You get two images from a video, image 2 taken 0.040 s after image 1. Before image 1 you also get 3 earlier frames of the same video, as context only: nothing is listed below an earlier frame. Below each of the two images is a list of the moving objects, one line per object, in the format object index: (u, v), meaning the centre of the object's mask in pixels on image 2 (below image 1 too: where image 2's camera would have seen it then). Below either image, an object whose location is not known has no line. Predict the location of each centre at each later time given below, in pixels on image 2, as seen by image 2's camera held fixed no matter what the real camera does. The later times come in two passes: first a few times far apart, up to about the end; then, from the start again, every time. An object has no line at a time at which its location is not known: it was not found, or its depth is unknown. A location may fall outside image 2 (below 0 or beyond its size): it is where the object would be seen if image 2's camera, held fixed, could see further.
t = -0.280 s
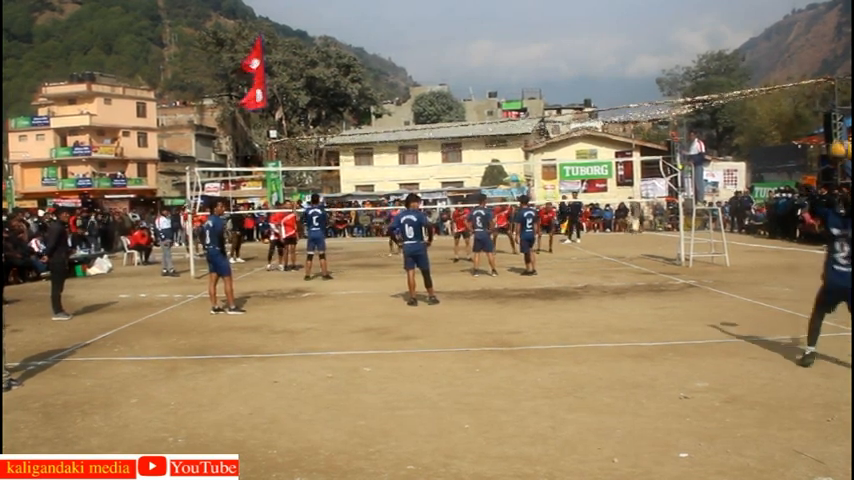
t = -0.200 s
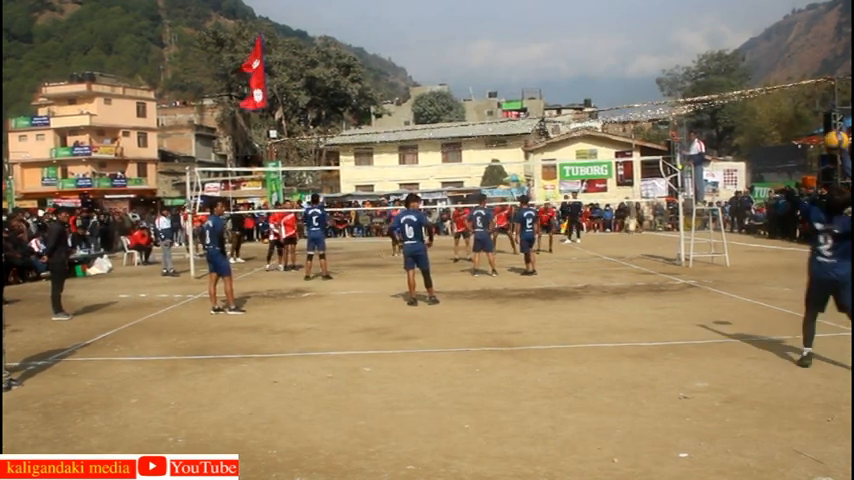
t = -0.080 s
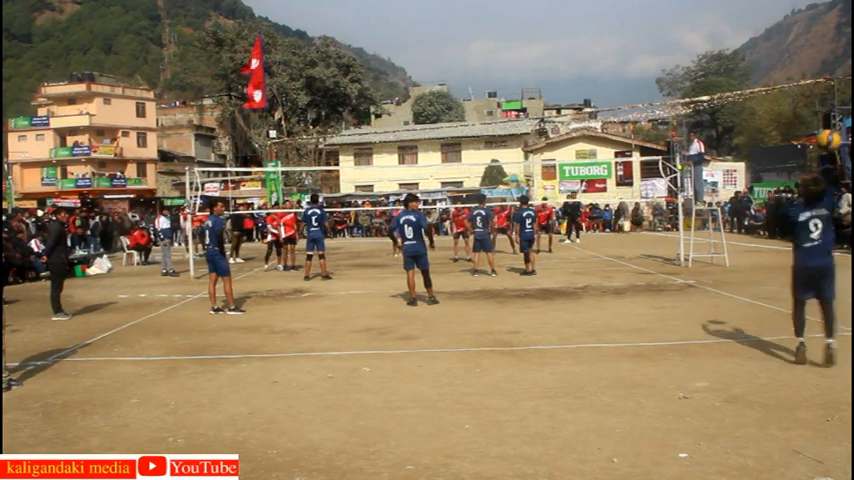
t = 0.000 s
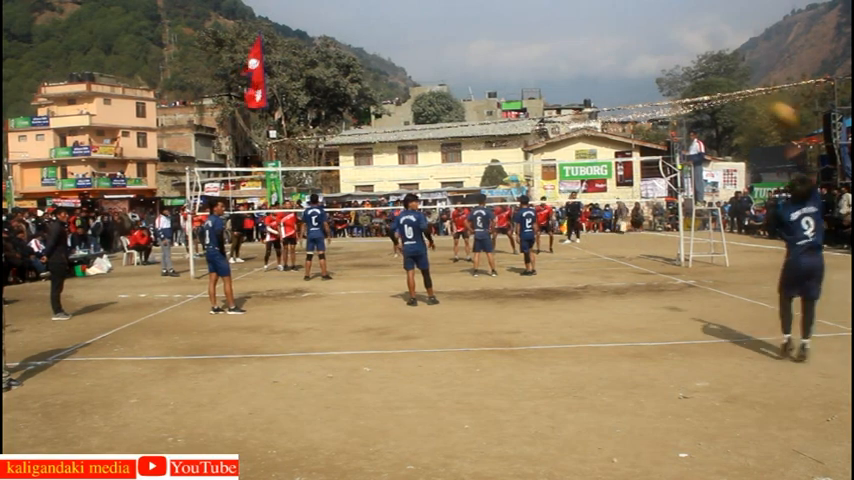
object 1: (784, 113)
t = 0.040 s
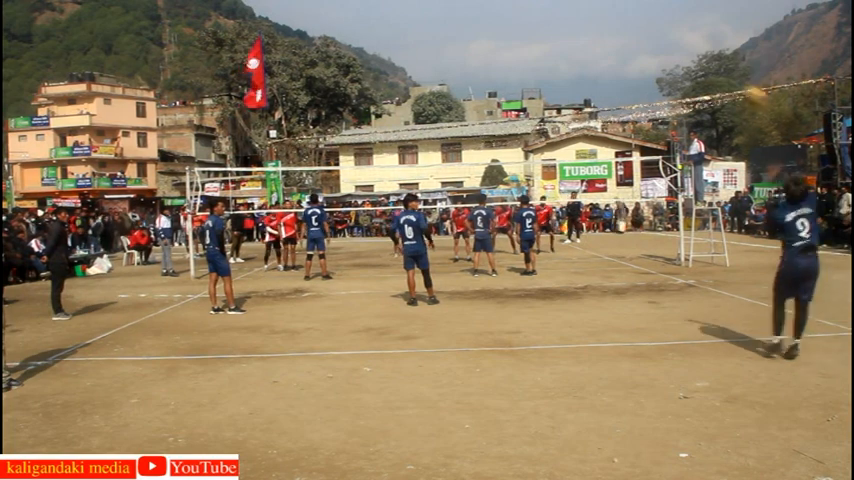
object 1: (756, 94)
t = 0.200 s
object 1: (669, 57)
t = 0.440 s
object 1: (585, 44)
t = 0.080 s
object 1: (731, 80)
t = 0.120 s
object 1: (709, 70)
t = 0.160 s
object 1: (688, 63)
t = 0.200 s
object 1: (669, 57)
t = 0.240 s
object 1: (651, 52)
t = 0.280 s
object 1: (637, 48)
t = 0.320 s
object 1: (622, 45)
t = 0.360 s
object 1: (609, 44)
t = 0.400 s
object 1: (596, 43)
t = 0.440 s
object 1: (585, 44)
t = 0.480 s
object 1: (574, 45)
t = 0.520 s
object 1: (565, 47)
